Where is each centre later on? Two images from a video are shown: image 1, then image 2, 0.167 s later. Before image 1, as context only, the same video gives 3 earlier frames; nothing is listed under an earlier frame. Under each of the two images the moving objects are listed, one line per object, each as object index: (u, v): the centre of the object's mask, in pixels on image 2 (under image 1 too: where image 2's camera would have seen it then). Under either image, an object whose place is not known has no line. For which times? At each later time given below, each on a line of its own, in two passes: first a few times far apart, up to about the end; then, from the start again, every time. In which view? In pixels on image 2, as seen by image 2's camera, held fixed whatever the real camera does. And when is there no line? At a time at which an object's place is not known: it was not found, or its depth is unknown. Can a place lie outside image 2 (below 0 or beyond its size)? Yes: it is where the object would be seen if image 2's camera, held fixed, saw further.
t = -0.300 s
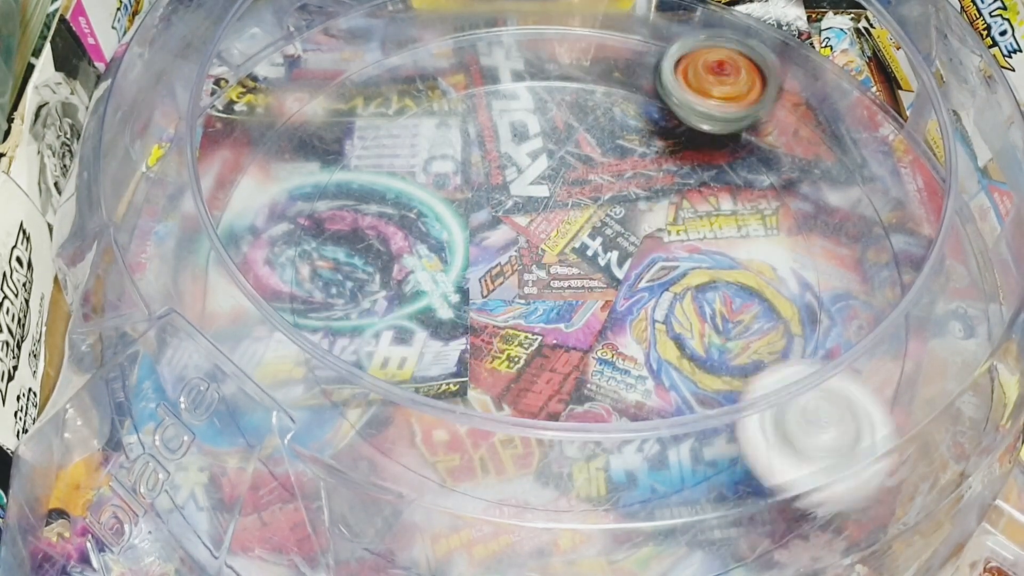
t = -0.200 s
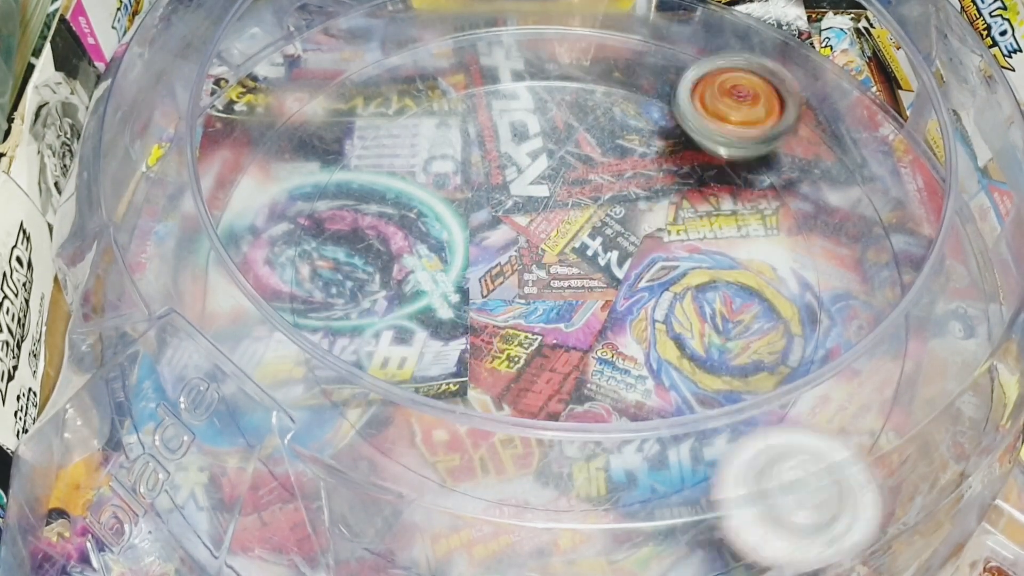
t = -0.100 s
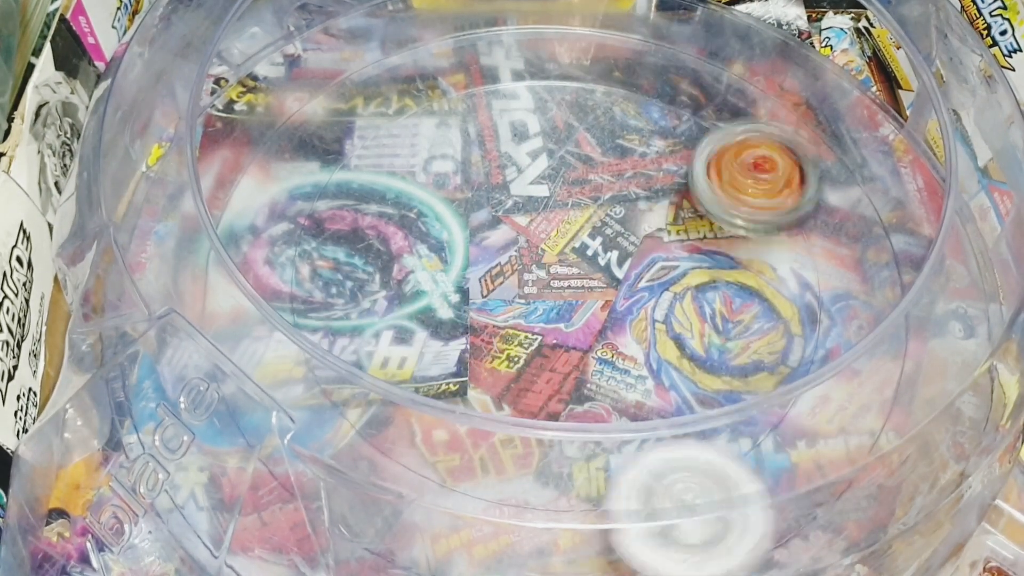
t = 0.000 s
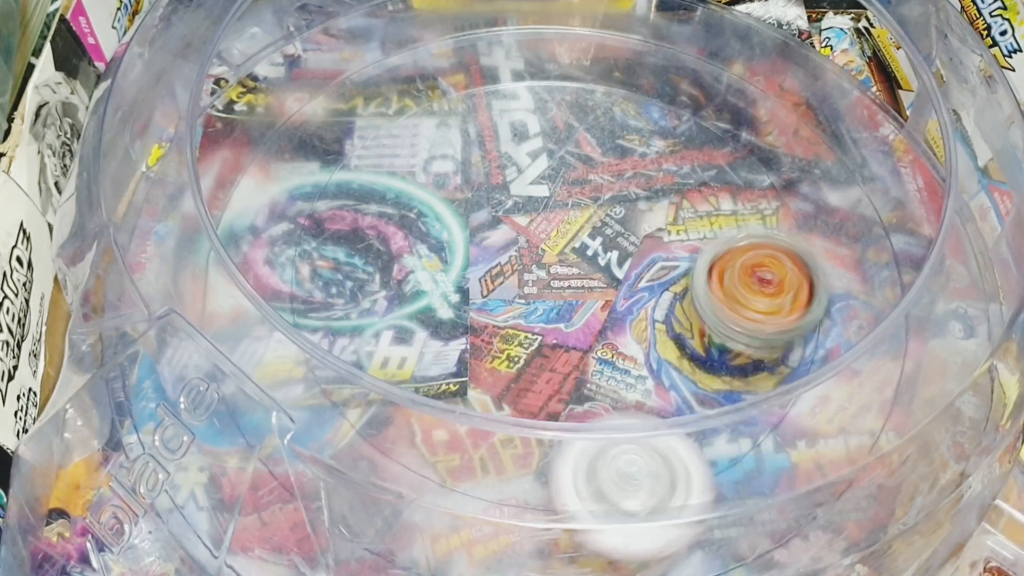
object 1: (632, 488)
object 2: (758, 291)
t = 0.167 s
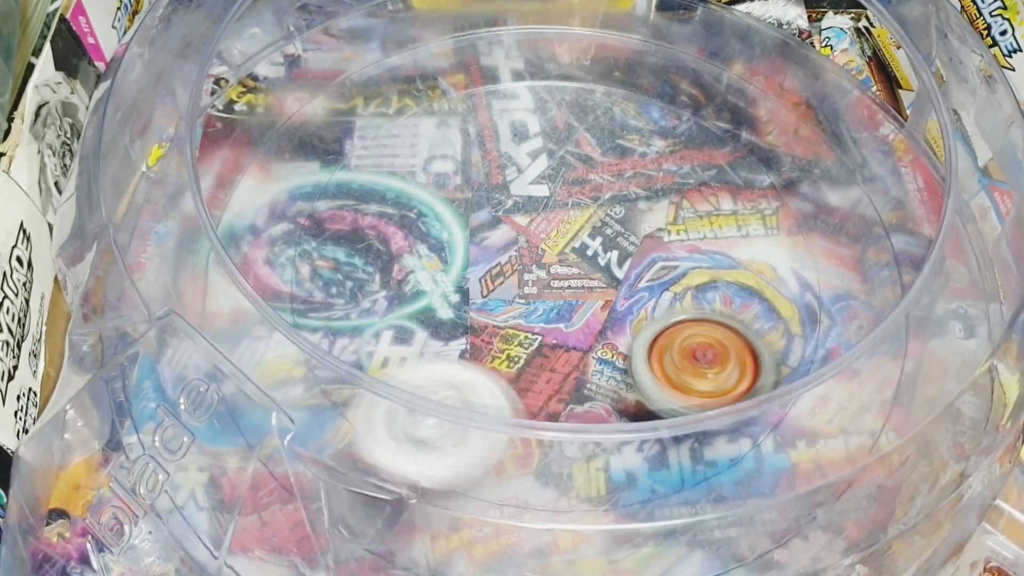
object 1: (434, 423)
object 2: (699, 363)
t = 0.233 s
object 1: (323, 350)
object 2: (671, 362)
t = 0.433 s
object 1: (262, 116)
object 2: (581, 339)
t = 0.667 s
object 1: (563, 28)
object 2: (531, 294)
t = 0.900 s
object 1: (882, 180)
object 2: (527, 248)
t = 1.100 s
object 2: (547, 223)
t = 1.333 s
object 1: (233, 169)
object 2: (576, 215)
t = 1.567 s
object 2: (590, 239)
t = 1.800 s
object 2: (563, 259)
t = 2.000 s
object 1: (229, 372)
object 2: (534, 267)
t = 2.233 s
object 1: (459, 22)
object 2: (512, 258)
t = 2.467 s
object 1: (882, 209)
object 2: (521, 251)
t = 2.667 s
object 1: (542, 532)
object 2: (537, 262)
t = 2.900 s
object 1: (224, 175)
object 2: (548, 280)
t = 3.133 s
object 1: (611, 24)
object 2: (551, 291)
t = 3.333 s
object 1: (907, 293)
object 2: (553, 289)
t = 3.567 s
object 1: (371, 512)
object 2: (566, 283)
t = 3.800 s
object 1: (256, 134)
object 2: (577, 278)
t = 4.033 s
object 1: (666, 34)
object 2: (584, 271)
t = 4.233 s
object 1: (907, 348)
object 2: (585, 265)
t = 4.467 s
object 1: (385, 514)
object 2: (582, 258)
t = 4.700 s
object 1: (241, 162)
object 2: (574, 250)
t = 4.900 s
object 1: (584, 20)
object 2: (566, 246)
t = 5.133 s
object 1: (919, 284)
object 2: (556, 244)
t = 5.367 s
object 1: (558, 534)
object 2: (547, 250)
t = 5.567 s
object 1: (217, 302)
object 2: (539, 256)
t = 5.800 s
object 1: (480, 17)
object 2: (529, 264)
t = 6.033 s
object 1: (848, 39)
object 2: (525, 267)
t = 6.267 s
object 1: (839, 157)
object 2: (536, 270)
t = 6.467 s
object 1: (773, 332)
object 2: (553, 276)
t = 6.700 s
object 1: (480, 399)
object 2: (567, 281)
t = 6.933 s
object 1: (333, 215)
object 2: (573, 283)
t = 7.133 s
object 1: (474, 96)
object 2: (574, 277)
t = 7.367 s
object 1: (705, 188)
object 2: (579, 268)
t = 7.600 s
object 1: (680, 391)
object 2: (579, 259)
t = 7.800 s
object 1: (440, 396)
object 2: (577, 251)
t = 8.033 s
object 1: (410, 201)
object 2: (574, 250)
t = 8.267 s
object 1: (623, 131)
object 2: (564, 254)
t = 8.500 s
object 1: (781, 264)
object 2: (546, 258)
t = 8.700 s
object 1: (625, 379)
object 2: (534, 260)
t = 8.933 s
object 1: (396, 297)
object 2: (536, 252)
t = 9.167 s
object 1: (393, 133)
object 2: (579, 242)
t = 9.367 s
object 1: (554, 105)
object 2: (639, 305)
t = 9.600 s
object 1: (572, 20)
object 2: (686, 457)
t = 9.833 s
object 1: (580, 29)
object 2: (594, 407)
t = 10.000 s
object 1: (577, 34)
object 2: (560, 359)
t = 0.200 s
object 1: (368, 393)
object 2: (687, 362)
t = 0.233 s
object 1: (323, 350)
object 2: (671, 362)
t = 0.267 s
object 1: (286, 305)
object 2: (656, 361)
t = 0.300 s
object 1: (268, 260)
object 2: (640, 359)
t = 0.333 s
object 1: (248, 218)
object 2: (625, 355)
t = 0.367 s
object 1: (242, 181)
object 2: (609, 350)
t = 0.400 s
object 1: (250, 147)
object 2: (595, 345)
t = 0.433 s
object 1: (262, 116)
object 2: (581, 339)
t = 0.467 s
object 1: (294, 90)
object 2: (569, 332)
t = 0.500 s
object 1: (334, 66)
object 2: (560, 328)
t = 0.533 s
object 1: (378, 47)
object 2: (553, 319)
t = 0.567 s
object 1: (423, 36)
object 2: (545, 313)
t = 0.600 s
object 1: (466, 30)
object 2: (539, 307)
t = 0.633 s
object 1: (514, 28)
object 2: (534, 301)
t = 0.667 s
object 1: (563, 28)
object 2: (531, 294)
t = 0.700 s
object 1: (614, 32)
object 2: (529, 287)
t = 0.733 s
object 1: (663, 39)
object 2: (527, 280)
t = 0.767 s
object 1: (712, 50)
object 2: (525, 273)
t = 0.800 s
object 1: (759, 70)
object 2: (524, 266)
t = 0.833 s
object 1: (808, 97)
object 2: (525, 259)
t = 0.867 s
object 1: (851, 131)
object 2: (526, 253)
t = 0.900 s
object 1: (882, 180)
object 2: (527, 248)
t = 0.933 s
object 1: (906, 243)
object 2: (530, 244)
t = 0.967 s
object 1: (915, 316)
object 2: (532, 238)
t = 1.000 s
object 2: (536, 233)
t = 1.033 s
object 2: (540, 229)
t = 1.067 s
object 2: (543, 226)
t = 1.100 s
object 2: (547, 223)
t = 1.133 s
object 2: (550, 220)
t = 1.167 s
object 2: (556, 218)
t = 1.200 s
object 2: (559, 216)
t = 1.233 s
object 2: (563, 215)
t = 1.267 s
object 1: (215, 311)
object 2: (567, 214)
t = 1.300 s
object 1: (209, 240)
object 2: (572, 213)
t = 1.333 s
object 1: (233, 169)
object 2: (576, 215)
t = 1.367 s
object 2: (580, 216)
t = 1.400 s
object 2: (584, 217)
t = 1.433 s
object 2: (588, 222)
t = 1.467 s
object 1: (469, 22)
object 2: (590, 225)
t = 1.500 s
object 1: (548, 19)
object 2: (590, 229)
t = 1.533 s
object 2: (590, 234)
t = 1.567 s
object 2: (590, 239)
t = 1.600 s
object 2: (587, 242)
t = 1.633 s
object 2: (583, 247)
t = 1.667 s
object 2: (579, 250)
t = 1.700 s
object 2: (576, 254)
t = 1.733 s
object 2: (573, 256)
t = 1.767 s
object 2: (568, 258)
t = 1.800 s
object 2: (563, 259)
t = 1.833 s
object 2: (558, 262)
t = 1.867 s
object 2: (552, 264)
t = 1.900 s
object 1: (458, 527)
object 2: (548, 265)
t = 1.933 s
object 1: (350, 497)
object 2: (544, 266)
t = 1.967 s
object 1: (281, 440)
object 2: (539, 266)
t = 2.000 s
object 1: (229, 372)
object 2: (534, 267)
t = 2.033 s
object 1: (210, 295)
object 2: (528, 266)
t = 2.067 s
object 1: (210, 223)
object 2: (525, 265)
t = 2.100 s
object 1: (234, 161)
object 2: (520, 263)
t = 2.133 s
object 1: (273, 105)
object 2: (519, 261)
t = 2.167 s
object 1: (328, 59)
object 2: (516, 260)
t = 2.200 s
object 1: (391, 33)
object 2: (513, 259)
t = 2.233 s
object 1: (459, 22)
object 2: (512, 258)
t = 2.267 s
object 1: (531, 18)
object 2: (511, 257)
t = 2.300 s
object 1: (610, 21)
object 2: (511, 256)
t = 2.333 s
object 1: (679, 31)
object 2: (511, 254)
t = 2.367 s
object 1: (743, 50)
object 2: (512, 252)
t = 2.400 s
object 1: (802, 92)
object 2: (514, 251)
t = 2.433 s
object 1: (855, 147)
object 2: (518, 251)
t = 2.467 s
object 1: (882, 209)
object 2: (521, 251)
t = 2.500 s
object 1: (908, 286)
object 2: (525, 251)
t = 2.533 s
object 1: (889, 369)
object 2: (528, 252)
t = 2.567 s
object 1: (845, 453)
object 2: (531, 254)
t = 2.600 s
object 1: (767, 509)
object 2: (533, 257)
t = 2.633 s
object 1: (664, 529)
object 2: (535, 259)
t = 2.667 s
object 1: (542, 532)
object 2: (537, 262)
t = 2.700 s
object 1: (436, 526)
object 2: (539, 263)
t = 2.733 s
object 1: (343, 498)
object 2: (541, 267)
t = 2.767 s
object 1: (277, 442)
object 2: (543, 270)
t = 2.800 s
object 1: (226, 376)
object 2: (544, 273)
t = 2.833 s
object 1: (209, 304)
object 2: (546, 276)
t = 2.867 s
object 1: (204, 236)
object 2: (547, 277)
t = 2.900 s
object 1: (224, 175)
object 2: (548, 280)
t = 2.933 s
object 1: (259, 122)
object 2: (549, 282)
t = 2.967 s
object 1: (300, 78)
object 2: (549, 284)
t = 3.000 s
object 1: (351, 45)
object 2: (550, 287)
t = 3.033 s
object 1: (410, 29)
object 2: (550, 289)
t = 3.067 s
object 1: (470, 22)
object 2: (550, 290)
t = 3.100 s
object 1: (538, 20)
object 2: (550, 291)
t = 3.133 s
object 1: (611, 24)
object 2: (551, 291)
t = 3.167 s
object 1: (677, 33)
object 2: (550, 291)
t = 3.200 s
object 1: (738, 52)
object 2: (550, 291)
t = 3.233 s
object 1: (798, 93)
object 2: (550, 290)
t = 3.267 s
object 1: (853, 149)
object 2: (551, 290)
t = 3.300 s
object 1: (882, 212)
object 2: (551, 290)
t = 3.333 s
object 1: (907, 293)
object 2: (553, 289)
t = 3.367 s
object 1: (894, 374)
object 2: (554, 288)
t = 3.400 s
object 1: (848, 456)
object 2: (556, 287)
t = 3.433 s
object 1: (777, 506)
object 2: (558, 287)
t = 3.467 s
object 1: (683, 528)
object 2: (559, 286)
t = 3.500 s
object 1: (580, 535)
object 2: (561, 285)
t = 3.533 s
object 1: (472, 530)
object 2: (564, 284)
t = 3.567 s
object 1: (371, 512)
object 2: (566, 283)
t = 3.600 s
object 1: (303, 473)
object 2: (568, 282)
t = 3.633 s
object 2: (570, 281)
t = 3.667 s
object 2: (572, 279)
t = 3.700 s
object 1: (206, 292)
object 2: (573, 278)
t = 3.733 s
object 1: (206, 232)
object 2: (574, 278)
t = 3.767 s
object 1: (224, 179)
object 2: (575, 278)
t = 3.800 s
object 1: (256, 134)
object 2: (577, 278)
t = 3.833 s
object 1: (290, 93)
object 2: (579, 277)
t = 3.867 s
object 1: (338, 57)
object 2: (580, 276)
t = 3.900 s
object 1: (392, 38)
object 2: (581, 275)
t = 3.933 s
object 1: (451, 28)
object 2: (582, 275)
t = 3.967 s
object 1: (519, 23)
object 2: (583, 273)
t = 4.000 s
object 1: (594, 25)
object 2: (583, 273)
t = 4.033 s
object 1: (666, 34)
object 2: (584, 271)
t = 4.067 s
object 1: (733, 51)
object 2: (586, 271)
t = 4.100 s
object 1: (796, 89)
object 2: (585, 268)
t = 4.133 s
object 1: (853, 143)
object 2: (586, 267)
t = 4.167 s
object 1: (885, 201)
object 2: (586, 265)
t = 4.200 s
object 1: (914, 273)
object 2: (585, 265)
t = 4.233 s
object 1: (907, 348)
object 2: (585, 265)
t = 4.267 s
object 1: (878, 432)
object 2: (586, 264)
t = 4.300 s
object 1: (817, 490)
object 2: (586, 264)
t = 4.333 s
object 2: (585, 262)
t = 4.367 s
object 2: (584, 260)
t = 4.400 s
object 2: (583, 259)
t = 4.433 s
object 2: (582, 258)
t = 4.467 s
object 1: (385, 514)
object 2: (582, 258)
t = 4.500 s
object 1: (328, 486)
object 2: (581, 257)
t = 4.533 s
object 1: (275, 439)
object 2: (580, 257)
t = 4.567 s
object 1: (237, 383)
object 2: (579, 256)
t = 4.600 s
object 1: (218, 326)
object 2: (577, 254)
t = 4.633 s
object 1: (211, 268)
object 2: (576, 252)
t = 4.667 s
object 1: (219, 212)
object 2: (575, 251)
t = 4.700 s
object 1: (241, 162)
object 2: (574, 250)
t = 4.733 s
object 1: (274, 114)
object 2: (573, 249)
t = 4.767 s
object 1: (322, 74)
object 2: (572, 249)
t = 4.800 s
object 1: (377, 42)
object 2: (571, 248)
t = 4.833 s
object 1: (440, 28)
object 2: (569, 248)
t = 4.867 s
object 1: (508, 20)
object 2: (568, 247)
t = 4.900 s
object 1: (584, 20)
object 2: (566, 246)
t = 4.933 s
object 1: (651, 26)
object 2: (565, 246)
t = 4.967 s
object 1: (715, 38)
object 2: (564, 246)
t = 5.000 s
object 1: (774, 65)
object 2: (562, 246)
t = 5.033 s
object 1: (831, 108)
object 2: (560, 244)
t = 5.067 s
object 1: (874, 160)
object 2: (558, 244)
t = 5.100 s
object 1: (903, 217)
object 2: (557, 244)
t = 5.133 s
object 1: (919, 284)
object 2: (556, 244)
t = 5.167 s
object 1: (911, 347)
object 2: (554, 246)
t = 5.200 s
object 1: (895, 412)
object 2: (553, 246)
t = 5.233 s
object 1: (847, 462)
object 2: (552, 246)
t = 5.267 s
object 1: (788, 504)
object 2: (551, 247)
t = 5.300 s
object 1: (719, 524)
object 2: (551, 247)
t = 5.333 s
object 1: (643, 532)
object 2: (549, 249)
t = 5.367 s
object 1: (558, 534)
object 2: (547, 250)
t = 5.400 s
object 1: (478, 528)
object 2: (546, 251)
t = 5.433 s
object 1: (393, 513)
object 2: (545, 252)
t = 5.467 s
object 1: (333, 480)
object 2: (544, 253)
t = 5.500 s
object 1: (279, 427)
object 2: (542, 254)
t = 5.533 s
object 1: (231, 369)
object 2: (540, 255)
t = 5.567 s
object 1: (217, 302)
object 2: (539, 256)
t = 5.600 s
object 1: (218, 239)
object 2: (537, 258)
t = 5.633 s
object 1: (235, 181)
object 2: (535, 258)
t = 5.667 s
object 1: (263, 130)
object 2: (533, 260)
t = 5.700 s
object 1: (303, 86)
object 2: (532, 262)
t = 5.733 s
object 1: (354, 47)
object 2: (531, 263)
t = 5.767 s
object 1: (414, 27)
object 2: (530, 264)
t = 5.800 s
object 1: (480, 17)
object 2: (529, 264)
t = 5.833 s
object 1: (549, 13)
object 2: (528, 265)
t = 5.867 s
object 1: (616, 14)
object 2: (527, 266)
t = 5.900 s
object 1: (673, 18)
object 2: (525, 266)
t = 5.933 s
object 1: (723, 21)
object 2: (524, 267)
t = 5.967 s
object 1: (771, 25)
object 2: (525, 268)
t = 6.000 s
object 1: (817, 30)
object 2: (525, 267)
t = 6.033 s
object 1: (848, 39)
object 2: (525, 267)
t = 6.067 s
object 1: (867, 55)
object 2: (526, 268)
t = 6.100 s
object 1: (861, 71)
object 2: (527, 268)
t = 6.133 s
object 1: (851, 84)
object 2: (527, 268)
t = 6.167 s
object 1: (843, 98)
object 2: (529, 268)
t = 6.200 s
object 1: (840, 114)
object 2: (531, 268)
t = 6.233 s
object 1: (836, 136)
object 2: (534, 269)
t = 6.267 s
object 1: (839, 157)
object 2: (536, 270)
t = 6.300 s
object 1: (840, 181)
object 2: (539, 272)
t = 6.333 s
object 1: (837, 206)
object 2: (542, 273)
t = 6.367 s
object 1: (830, 233)
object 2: (545, 274)
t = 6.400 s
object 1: (818, 266)
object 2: (547, 275)
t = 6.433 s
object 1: (801, 301)
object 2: (550, 276)
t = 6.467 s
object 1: (773, 332)
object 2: (553, 276)
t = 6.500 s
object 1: (742, 361)
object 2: (553, 278)
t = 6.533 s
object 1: (707, 385)
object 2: (557, 279)
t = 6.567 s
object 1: (664, 400)
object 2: (559, 279)
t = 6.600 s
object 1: (616, 411)
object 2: (561, 280)
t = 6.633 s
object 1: (568, 414)
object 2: (563, 281)
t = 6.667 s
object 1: (523, 410)
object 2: (565, 280)
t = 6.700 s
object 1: (480, 399)
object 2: (567, 281)
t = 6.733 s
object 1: (440, 381)
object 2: (569, 282)
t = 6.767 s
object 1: (405, 358)
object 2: (570, 282)
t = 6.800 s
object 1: (381, 328)
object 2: (571, 282)
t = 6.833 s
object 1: (357, 305)
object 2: (572, 283)
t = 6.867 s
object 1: (341, 276)
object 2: (572, 283)
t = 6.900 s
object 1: (334, 245)
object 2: (572, 283)
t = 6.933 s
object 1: (333, 215)
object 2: (573, 283)
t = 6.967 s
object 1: (341, 186)
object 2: (573, 282)
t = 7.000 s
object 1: (355, 159)
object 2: (573, 281)
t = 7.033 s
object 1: (378, 133)
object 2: (573, 280)
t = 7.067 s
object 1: (405, 116)
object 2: (573, 279)
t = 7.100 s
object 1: (438, 103)
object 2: (574, 277)
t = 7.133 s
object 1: (474, 96)
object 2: (574, 277)
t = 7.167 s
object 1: (513, 94)
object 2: (575, 275)
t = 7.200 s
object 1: (551, 98)
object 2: (576, 274)
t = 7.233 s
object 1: (588, 108)
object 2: (576, 273)
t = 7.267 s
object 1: (623, 122)
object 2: (577, 272)
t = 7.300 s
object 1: (655, 141)
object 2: (578, 271)
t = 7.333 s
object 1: (682, 162)
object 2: (580, 267)
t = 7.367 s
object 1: (705, 188)
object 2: (579, 268)
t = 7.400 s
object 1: (724, 217)
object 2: (579, 266)
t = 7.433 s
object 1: (736, 248)
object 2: (579, 263)
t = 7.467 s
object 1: (741, 281)
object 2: (578, 263)
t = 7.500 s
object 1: (738, 315)
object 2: (578, 261)
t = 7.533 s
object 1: (724, 344)
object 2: (578, 260)
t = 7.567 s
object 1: (705, 365)
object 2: (579, 259)
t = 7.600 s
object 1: (680, 391)
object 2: (579, 259)
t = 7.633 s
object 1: (647, 413)
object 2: (578, 257)
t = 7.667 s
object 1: (606, 425)
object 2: (578, 256)
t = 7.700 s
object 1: (565, 439)
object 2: (577, 255)
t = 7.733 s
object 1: (518, 439)
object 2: (577, 254)
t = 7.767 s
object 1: (478, 414)
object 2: (577, 252)
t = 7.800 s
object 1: (440, 396)
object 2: (577, 251)
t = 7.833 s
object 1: (412, 368)
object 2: (577, 251)
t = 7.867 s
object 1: (395, 336)
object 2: (576, 250)
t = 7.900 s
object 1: (380, 311)
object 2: (577, 249)
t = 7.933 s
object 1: (377, 281)
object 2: (576, 249)
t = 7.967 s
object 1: (381, 253)
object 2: (575, 250)
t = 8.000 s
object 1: (391, 225)
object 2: (574, 249)
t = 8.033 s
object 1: (410, 201)
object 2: (574, 250)
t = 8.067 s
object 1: (433, 178)
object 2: (573, 252)
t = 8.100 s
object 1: (459, 159)
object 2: (572, 251)
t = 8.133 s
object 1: (489, 145)
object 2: (571, 251)
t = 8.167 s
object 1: (522, 135)
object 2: (569, 251)
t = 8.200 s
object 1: (556, 130)
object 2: (567, 252)
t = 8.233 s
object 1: (590, 128)
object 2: (565, 252)
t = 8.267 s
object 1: (623, 131)
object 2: (564, 254)
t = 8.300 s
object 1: (657, 138)
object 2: (561, 255)
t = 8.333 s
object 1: (688, 147)
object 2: (559, 257)
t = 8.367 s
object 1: (717, 162)
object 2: (556, 257)
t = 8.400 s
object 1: (741, 182)
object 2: (554, 258)
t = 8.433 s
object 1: (762, 207)
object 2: (550, 258)
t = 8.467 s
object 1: (776, 235)
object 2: (549, 259)
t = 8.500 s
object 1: (781, 264)
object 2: (546, 258)
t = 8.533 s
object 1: (776, 296)
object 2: (545, 259)
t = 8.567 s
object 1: (761, 327)
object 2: (541, 259)
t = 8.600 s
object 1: (735, 348)
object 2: (539, 260)
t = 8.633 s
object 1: (703, 365)
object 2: (537, 260)
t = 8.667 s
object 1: (665, 374)
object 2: (536, 260)
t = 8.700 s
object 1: (625, 379)
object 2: (534, 260)
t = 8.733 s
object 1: (585, 380)
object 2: (533, 261)
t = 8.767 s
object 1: (544, 375)
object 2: (531, 262)
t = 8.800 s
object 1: (509, 366)
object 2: (531, 260)
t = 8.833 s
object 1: (476, 355)
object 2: (531, 257)
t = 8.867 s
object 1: (447, 342)
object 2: (531, 257)
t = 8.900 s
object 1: (422, 319)
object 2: (531, 256)
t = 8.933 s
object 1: (396, 297)
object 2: (536, 252)
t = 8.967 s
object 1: (372, 275)
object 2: (548, 245)
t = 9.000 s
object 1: (357, 251)
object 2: (556, 241)
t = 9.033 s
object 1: (349, 227)
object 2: (560, 241)
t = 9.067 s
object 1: (347, 200)
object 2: (565, 240)
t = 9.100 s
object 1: (353, 173)
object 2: (570, 241)
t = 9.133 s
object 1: (369, 150)
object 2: (575, 241)
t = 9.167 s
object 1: (393, 133)
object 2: (579, 242)
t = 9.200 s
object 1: (423, 123)
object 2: (582, 243)
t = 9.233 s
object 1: (456, 120)
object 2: (586, 244)
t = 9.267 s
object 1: (489, 123)
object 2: (590, 244)
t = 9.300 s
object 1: (524, 131)
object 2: (593, 247)
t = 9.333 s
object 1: (555, 140)
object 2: (600, 256)
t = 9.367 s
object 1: (554, 105)
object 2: (639, 305)
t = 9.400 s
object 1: (556, 81)
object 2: (669, 347)
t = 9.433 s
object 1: (562, 59)
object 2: (684, 371)
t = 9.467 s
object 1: (569, 48)
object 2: (707, 407)
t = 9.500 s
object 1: (575, 41)
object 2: (712, 430)
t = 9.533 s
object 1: (576, 34)
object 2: (711, 443)
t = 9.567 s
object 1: (575, 27)
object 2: (699, 452)
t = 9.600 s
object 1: (572, 20)
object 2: (686, 457)
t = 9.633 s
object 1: (572, 17)
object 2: (673, 458)
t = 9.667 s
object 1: (574, 22)
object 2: (655, 454)
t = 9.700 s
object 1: (579, 26)
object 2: (640, 449)
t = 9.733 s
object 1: (582, 28)
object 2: (628, 441)
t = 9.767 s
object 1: (582, 28)
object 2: (617, 425)
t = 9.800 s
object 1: (581, 29)
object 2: (605, 420)
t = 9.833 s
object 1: (580, 29)
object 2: (594, 407)
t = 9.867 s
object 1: (579, 29)
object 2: (585, 386)
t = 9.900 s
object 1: (579, 31)
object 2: (579, 382)
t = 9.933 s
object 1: (578, 30)
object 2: (572, 376)
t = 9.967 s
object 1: (577, 33)
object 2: (567, 369)
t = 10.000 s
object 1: (577, 34)
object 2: (560, 359)
